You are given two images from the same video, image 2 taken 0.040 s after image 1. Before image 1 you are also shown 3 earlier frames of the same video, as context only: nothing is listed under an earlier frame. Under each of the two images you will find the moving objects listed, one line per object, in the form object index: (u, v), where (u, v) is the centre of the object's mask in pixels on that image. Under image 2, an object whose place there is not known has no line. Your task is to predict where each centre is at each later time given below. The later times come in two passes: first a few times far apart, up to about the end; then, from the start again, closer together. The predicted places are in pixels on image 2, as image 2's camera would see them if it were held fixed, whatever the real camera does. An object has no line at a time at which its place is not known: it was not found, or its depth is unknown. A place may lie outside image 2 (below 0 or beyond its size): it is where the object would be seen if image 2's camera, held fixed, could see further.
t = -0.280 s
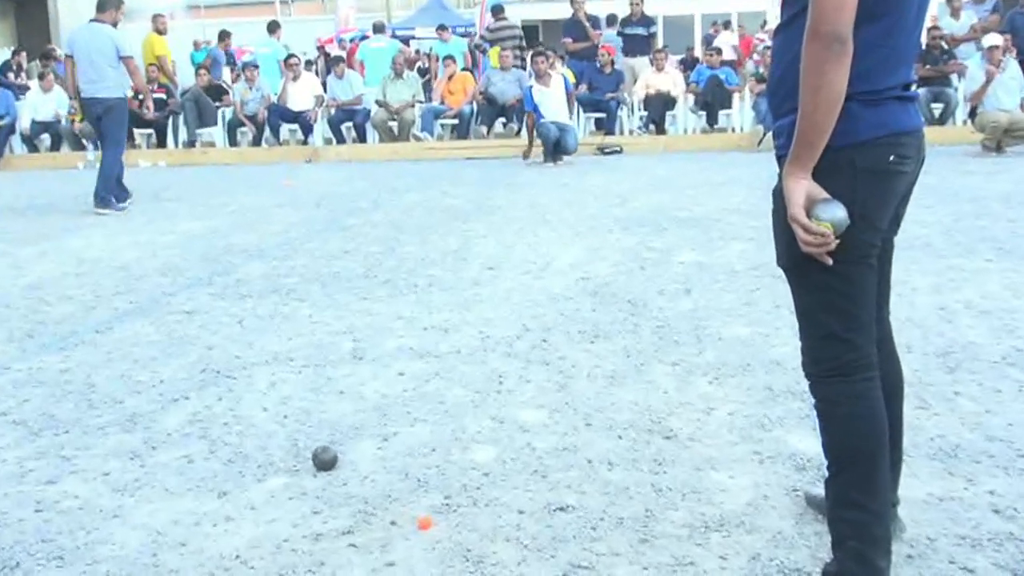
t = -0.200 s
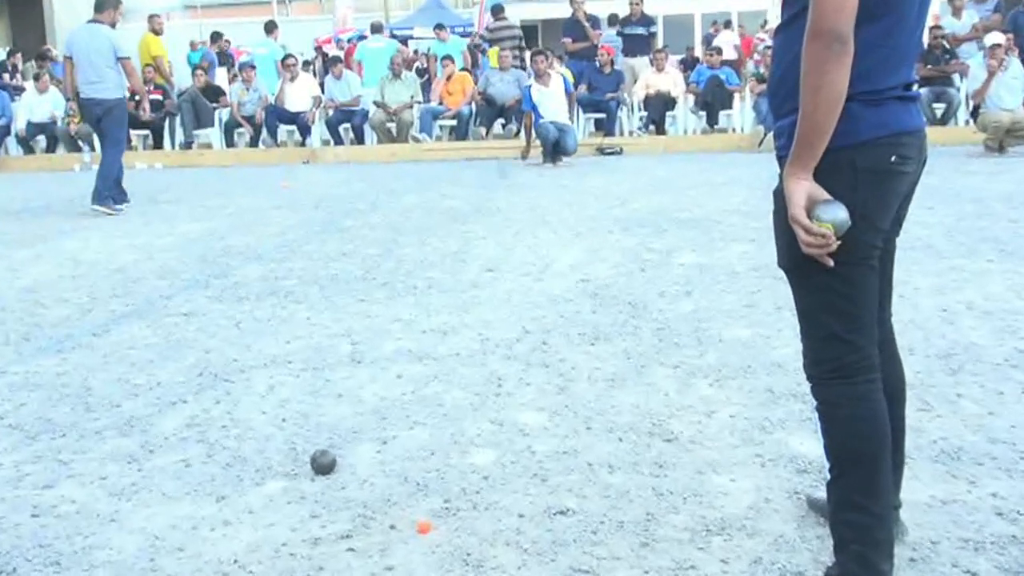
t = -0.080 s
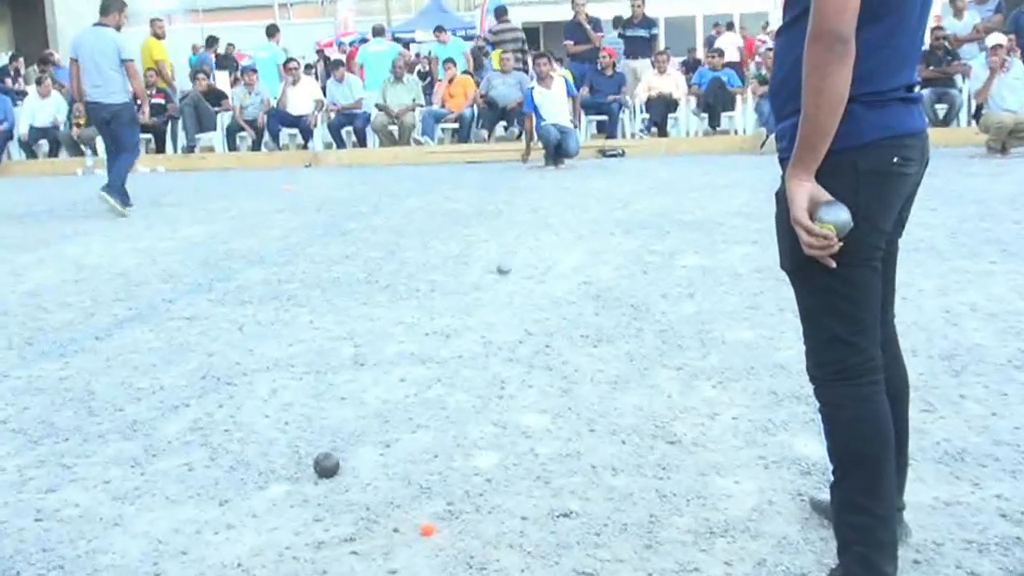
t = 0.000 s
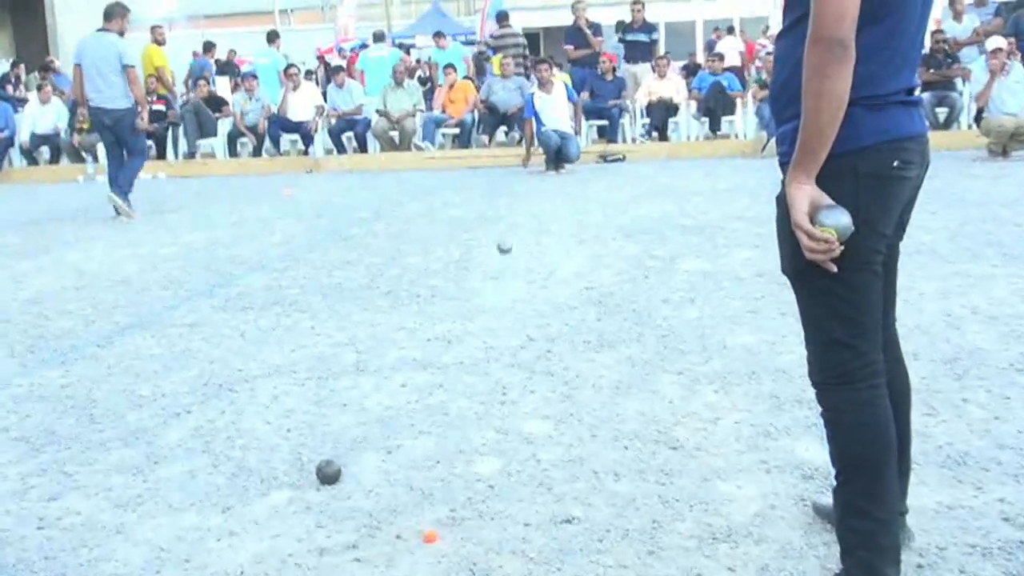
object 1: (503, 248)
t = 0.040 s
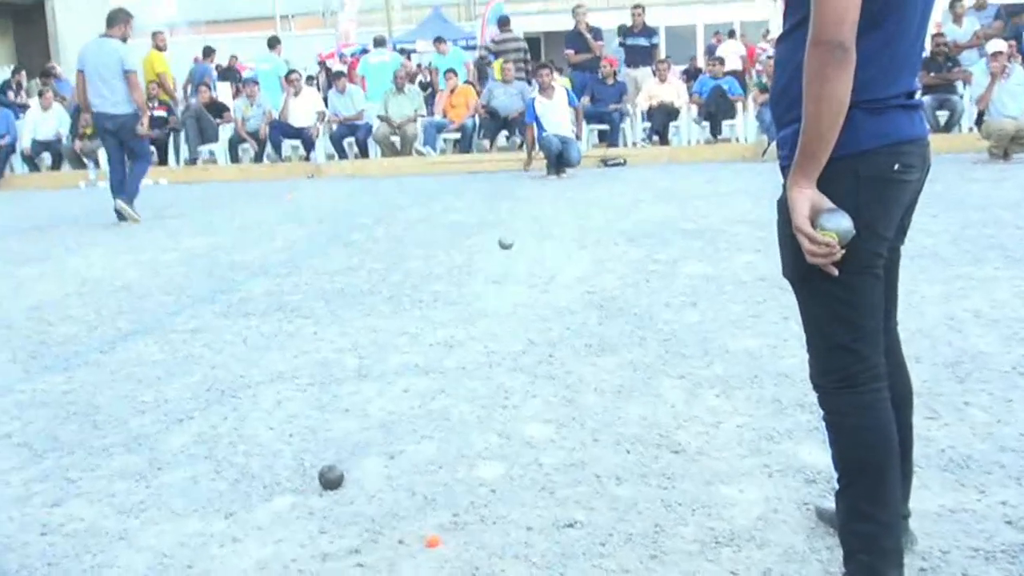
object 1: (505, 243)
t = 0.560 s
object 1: (517, 344)
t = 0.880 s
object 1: (522, 419)
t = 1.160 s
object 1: (528, 483)
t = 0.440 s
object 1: (517, 341)
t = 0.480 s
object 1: (517, 338)
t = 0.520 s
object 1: (517, 339)
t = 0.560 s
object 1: (517, 344)
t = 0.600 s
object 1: (519, 352)
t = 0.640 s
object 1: (521, 366)
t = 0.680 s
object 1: (521, 378)
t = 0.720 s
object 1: (521, 383)
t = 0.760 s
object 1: (521, 388)
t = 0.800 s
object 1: (520, 398)
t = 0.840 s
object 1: (522, 412)
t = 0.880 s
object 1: (522, 419)
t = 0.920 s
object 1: (524, 431)
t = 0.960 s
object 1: (525, 431)
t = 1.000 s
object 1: (525, 433)
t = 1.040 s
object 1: (525, 442)
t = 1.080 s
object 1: (526, 454)
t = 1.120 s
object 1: (527, 475)
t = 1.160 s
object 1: (528, 483)
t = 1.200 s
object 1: (529, 493)
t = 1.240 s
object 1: (528, 500)
